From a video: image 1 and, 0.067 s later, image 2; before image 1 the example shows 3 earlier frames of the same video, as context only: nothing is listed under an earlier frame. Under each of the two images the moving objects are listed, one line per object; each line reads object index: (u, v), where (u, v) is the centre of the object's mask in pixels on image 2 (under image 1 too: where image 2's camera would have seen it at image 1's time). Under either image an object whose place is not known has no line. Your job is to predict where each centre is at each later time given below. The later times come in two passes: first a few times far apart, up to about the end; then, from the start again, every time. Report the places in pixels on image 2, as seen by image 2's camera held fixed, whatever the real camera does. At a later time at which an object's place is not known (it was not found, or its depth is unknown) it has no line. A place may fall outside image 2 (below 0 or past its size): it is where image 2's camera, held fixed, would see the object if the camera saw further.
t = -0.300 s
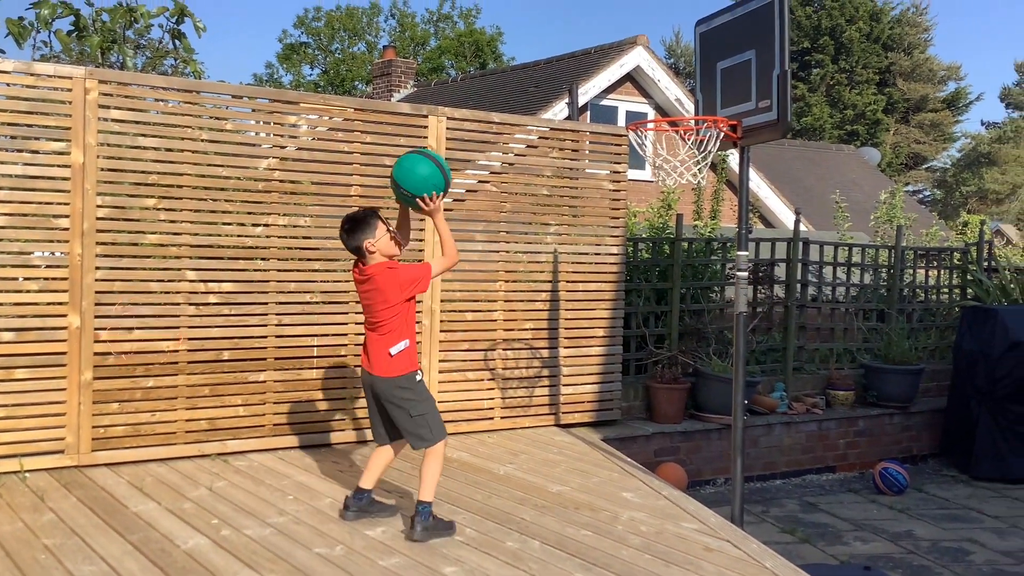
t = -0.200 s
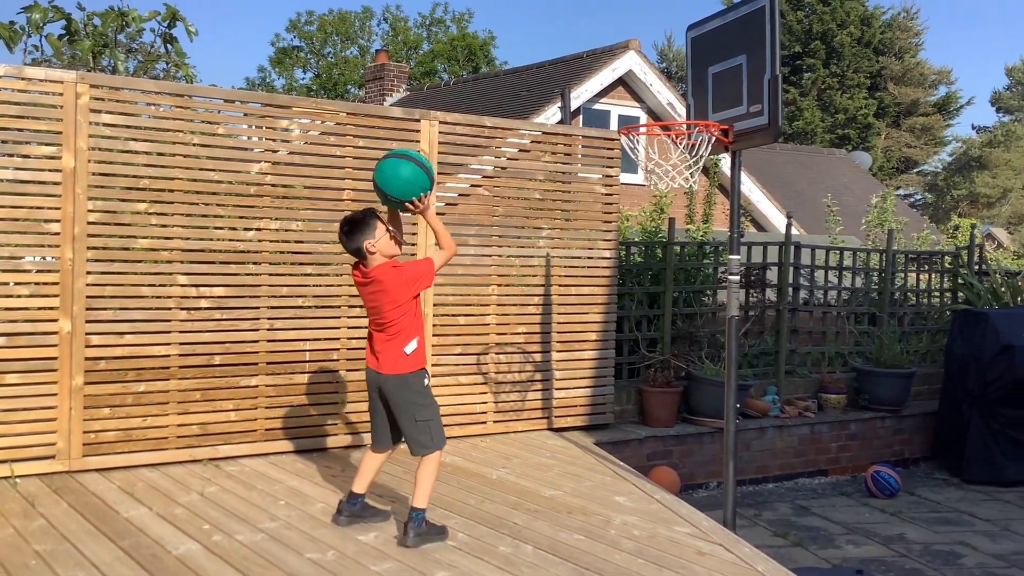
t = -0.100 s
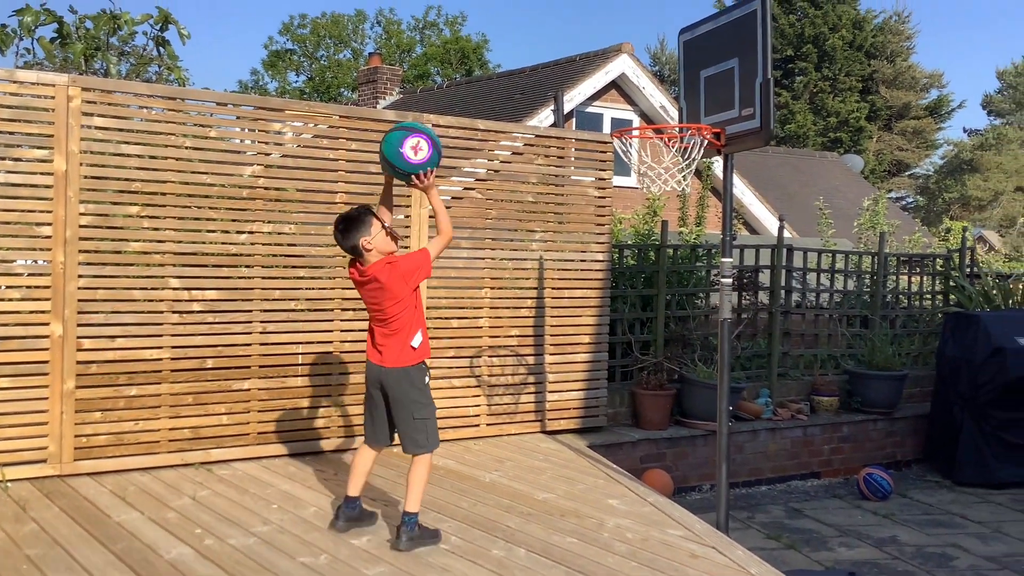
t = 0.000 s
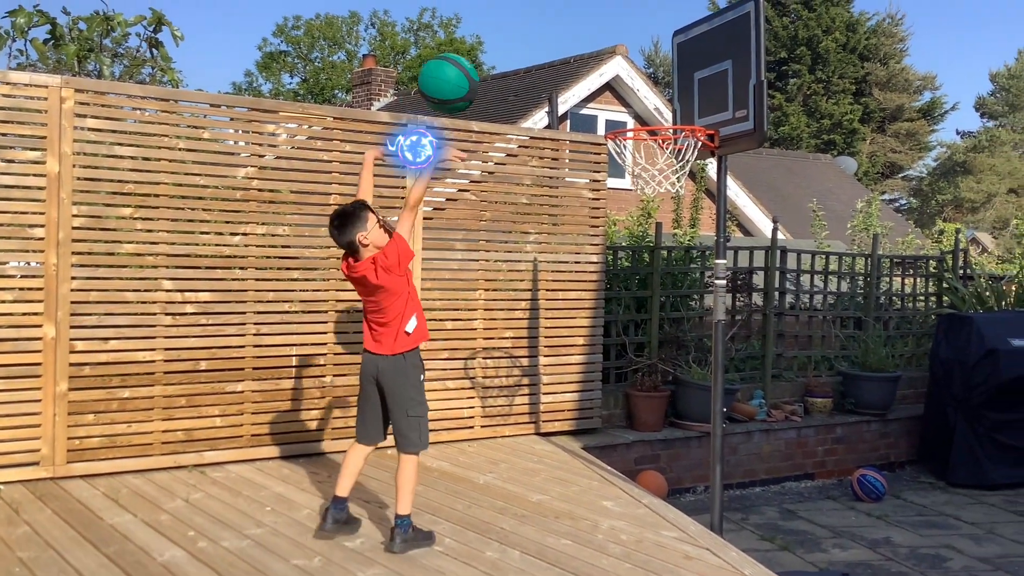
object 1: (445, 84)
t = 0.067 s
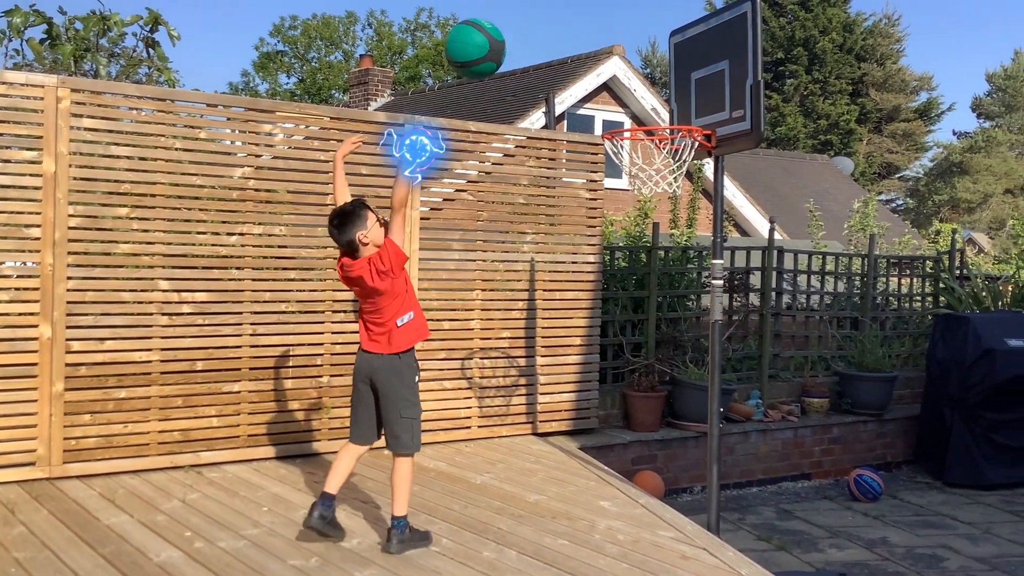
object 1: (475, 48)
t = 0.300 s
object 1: (574, 26)
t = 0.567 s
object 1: (662, 143)
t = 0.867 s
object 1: (598, 391)
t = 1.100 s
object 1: (549, 363)
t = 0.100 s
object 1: (490, 36)
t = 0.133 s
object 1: (505, 27)
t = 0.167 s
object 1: (519, 23)
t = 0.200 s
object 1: (533, 22)
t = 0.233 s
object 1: (547, 21)
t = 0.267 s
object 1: (561, 23)
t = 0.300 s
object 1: (574, 26)
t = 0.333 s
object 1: (587, 29)
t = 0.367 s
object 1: (600, 36)
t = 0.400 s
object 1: (613, 47)
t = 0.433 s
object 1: (626, 63)
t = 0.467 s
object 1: (639, 80)
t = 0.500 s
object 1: (650, 100)
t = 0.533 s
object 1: (661, 124)
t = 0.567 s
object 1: (662, 143)
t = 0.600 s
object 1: (656, 158)
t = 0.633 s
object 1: (648, 178)
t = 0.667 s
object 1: (641, 200)
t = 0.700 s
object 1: (635, 222)
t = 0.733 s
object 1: (628, 250)
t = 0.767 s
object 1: (621, 280)
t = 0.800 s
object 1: (613, 314)
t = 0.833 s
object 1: (605, 350)
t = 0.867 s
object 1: (598, 391)
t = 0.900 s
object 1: (590, 434)
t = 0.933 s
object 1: (580, 481)
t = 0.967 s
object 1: (572, 506)
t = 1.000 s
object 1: (566, 467)
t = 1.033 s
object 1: (561, 430)
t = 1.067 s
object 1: (556, 396)
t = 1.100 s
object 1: (549, 363)
